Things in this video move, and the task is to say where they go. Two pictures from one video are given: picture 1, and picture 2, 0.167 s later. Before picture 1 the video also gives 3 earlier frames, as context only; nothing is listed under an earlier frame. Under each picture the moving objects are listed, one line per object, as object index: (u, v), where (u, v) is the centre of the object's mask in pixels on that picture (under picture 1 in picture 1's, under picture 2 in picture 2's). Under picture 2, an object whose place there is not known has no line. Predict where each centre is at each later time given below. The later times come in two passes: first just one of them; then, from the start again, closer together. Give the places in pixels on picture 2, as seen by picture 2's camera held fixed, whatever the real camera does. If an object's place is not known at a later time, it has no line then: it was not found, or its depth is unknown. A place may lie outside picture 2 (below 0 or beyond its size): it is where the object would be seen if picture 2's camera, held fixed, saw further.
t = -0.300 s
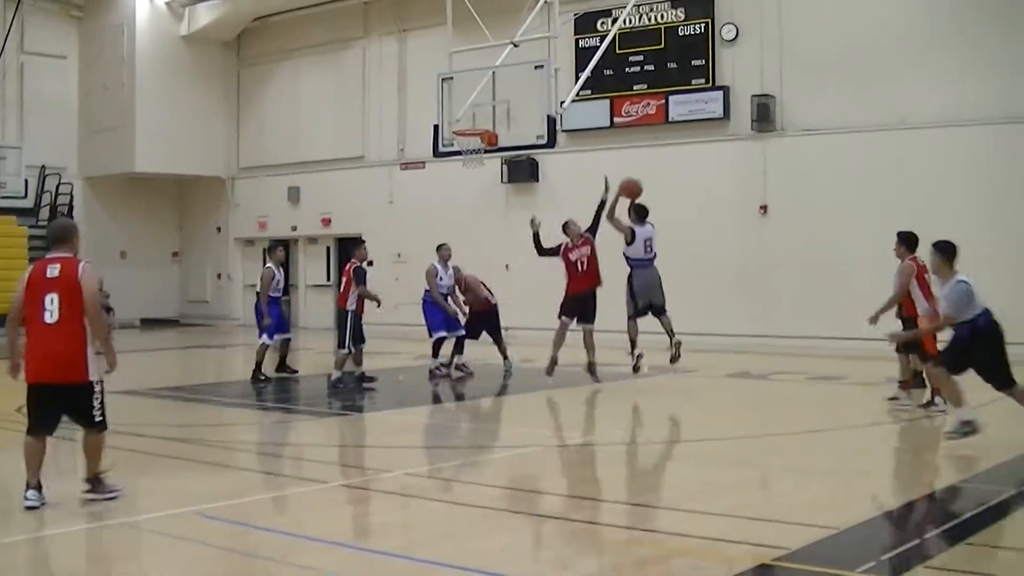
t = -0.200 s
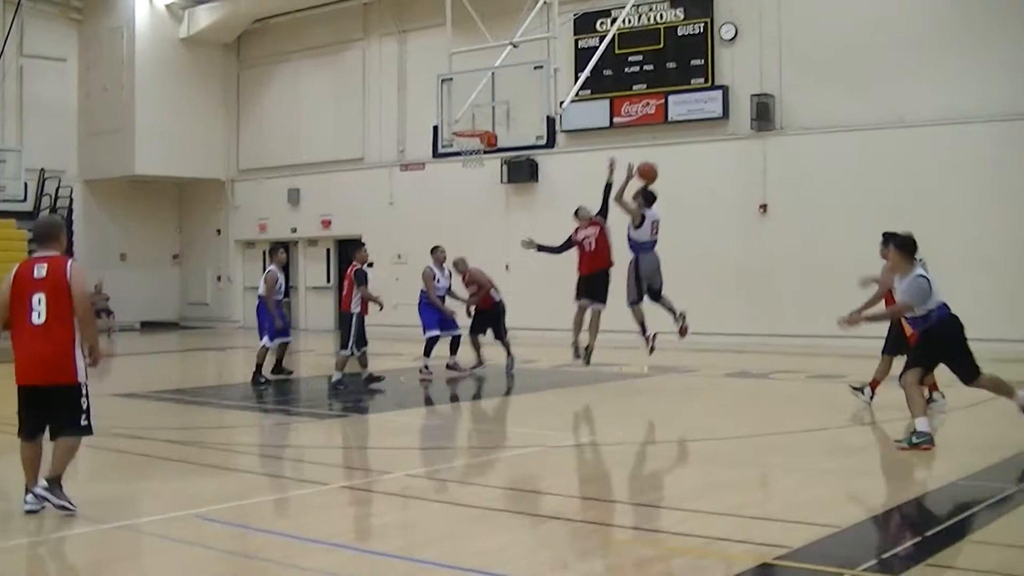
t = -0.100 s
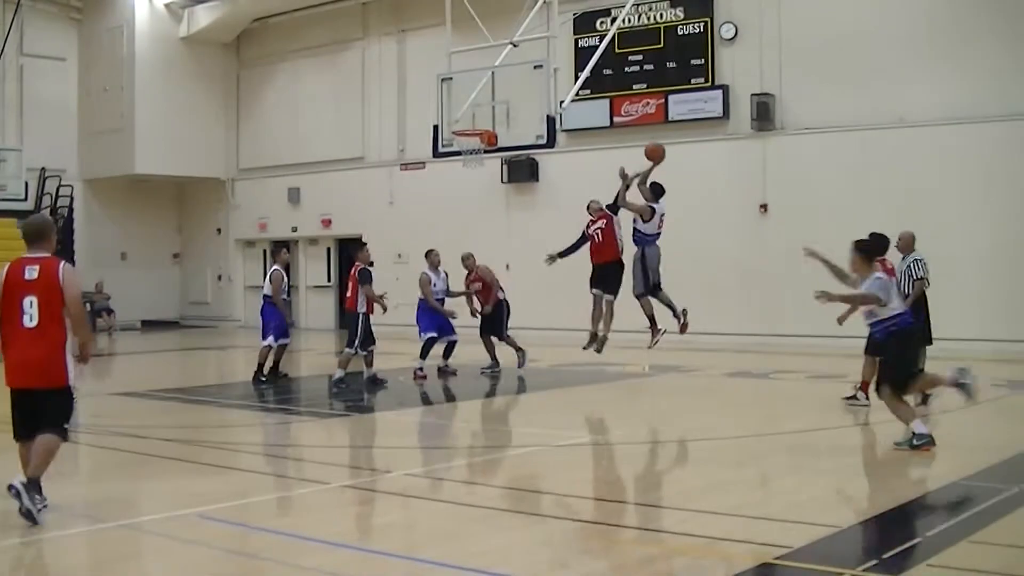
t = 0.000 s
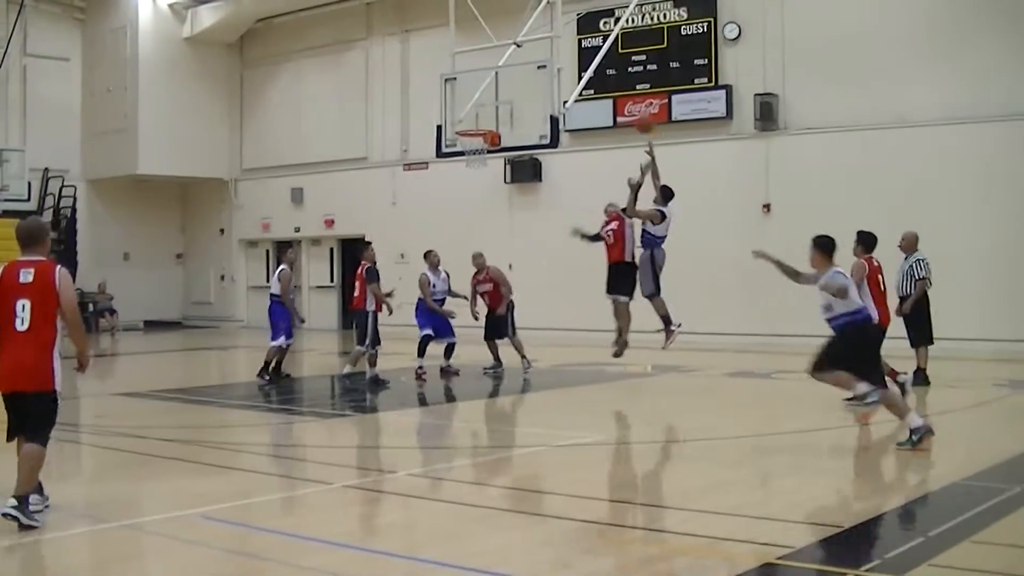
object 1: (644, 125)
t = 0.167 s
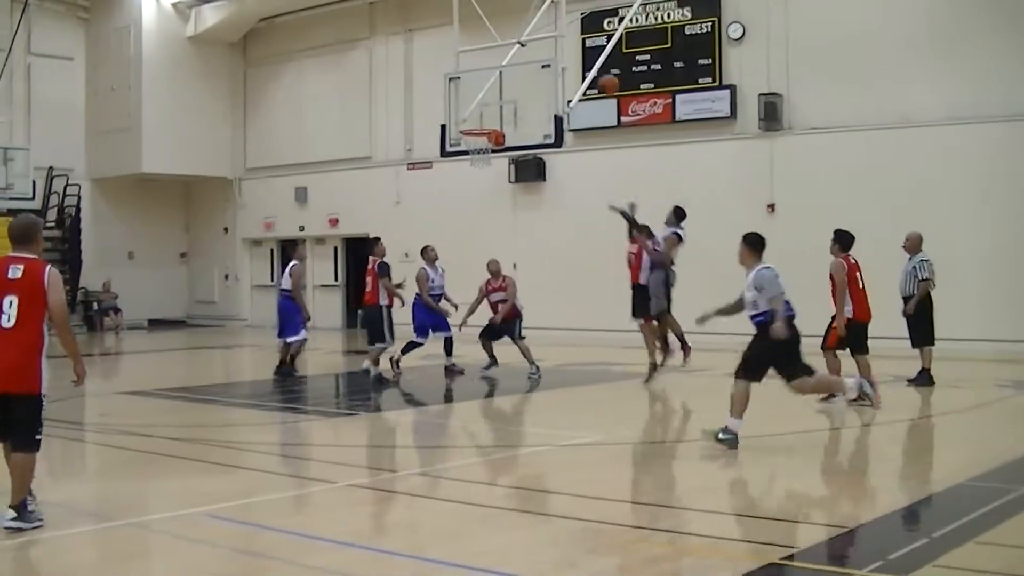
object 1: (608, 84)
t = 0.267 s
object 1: (587, 74)
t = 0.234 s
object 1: (594, 77)
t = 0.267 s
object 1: (587, 74)
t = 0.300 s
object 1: (582, 72)
